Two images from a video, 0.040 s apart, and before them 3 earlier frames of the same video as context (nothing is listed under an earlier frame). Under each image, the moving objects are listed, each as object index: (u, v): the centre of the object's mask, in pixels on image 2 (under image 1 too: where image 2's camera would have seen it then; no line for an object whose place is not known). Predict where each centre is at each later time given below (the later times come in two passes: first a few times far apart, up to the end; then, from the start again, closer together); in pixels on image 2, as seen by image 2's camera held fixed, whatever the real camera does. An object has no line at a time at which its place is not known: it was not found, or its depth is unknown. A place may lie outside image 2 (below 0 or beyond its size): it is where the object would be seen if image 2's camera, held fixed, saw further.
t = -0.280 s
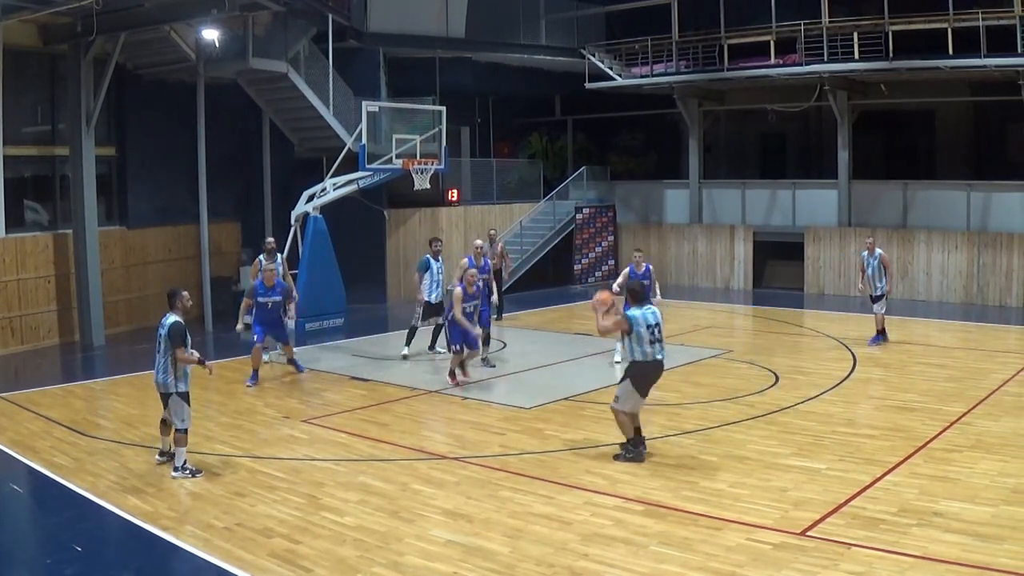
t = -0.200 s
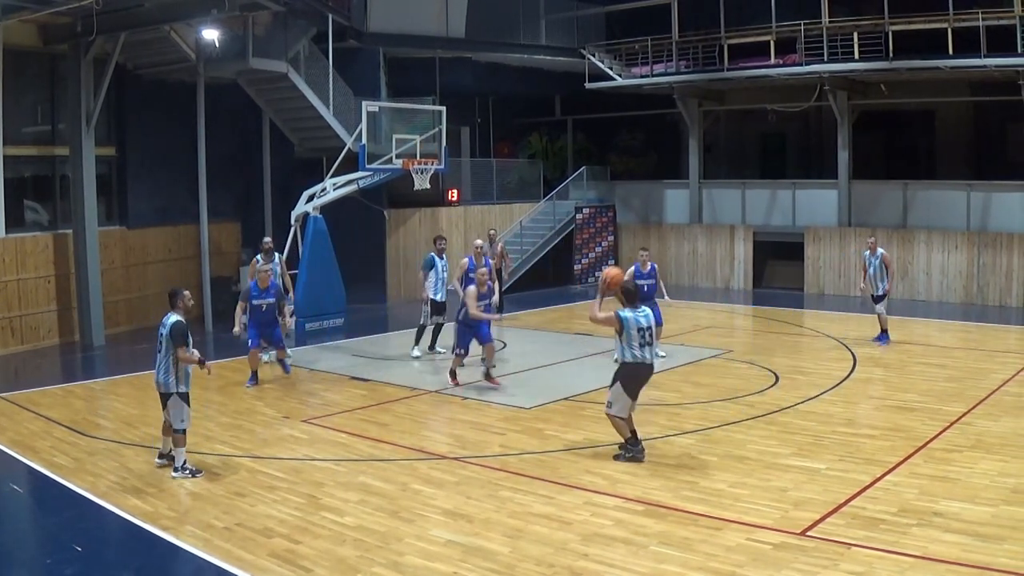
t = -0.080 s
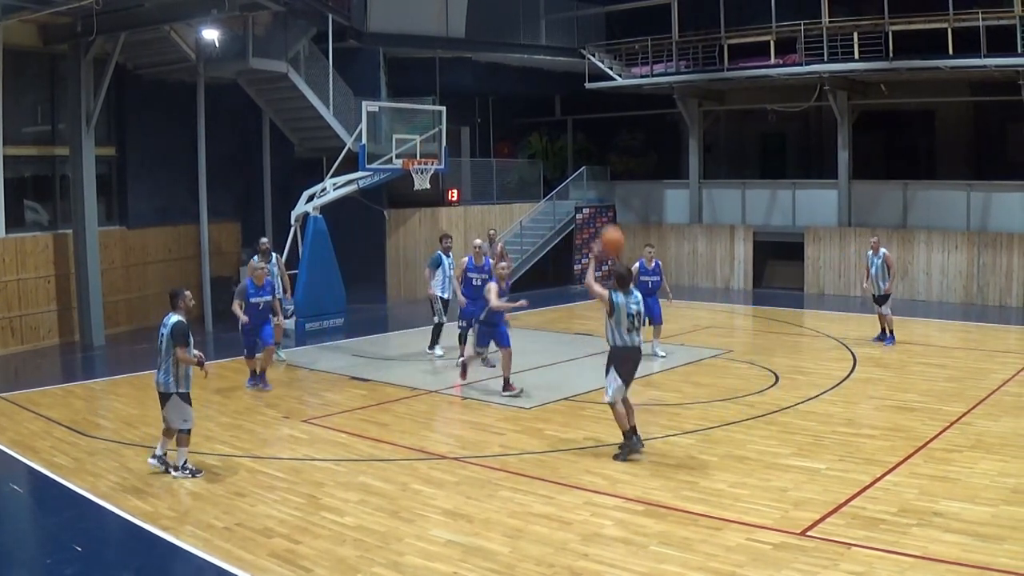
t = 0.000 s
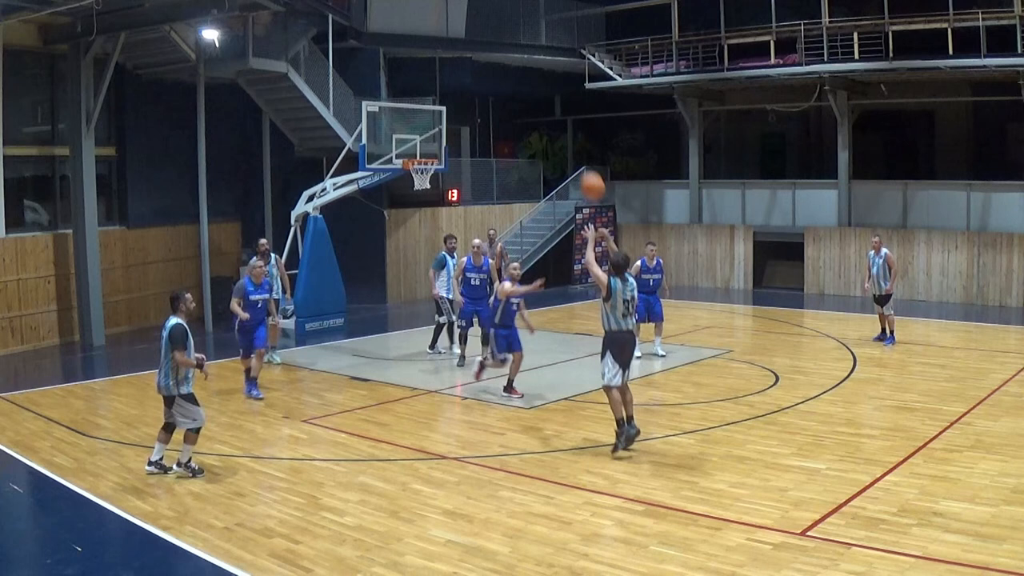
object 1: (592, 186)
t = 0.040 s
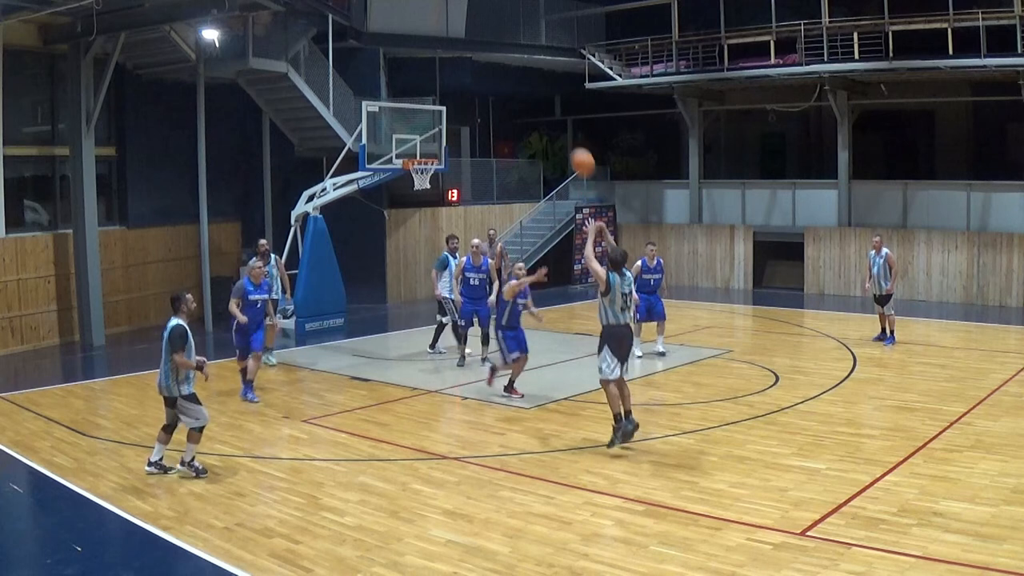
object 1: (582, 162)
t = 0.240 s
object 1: (539, 78)
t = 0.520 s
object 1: (491, 34)
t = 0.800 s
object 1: (456, 52)
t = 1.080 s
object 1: (429, 115)
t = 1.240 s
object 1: (419, 147)
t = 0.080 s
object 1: (573, 141)
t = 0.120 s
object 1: (564, 122)
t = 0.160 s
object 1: (555, 105)
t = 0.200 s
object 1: (547, 90)
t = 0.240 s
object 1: (539, 78)
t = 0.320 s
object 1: (524, 58)
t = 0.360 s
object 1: (517, 50)
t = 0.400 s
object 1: (510, 44)
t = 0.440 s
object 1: (503, 40)
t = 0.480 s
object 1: (497, 36)
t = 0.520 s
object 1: (491, 34)
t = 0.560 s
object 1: (485, 33)
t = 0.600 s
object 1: (480, 34)
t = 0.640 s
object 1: (475, 35)
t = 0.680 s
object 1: (470, 38)
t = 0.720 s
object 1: (465, 42)
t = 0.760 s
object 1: (460, 46)
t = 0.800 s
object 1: (456, 52)
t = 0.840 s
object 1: (451, 58)
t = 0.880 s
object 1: (447, 66)
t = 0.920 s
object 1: (444, 74)
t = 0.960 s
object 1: (440, 83)
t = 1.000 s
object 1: (436, 93)
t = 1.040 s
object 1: (433, 102)
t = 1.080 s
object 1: (429, 115)
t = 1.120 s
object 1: (426, 125)
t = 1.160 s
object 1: (423, 138)
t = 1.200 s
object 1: (420, 152)
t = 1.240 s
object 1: (419, 147)
